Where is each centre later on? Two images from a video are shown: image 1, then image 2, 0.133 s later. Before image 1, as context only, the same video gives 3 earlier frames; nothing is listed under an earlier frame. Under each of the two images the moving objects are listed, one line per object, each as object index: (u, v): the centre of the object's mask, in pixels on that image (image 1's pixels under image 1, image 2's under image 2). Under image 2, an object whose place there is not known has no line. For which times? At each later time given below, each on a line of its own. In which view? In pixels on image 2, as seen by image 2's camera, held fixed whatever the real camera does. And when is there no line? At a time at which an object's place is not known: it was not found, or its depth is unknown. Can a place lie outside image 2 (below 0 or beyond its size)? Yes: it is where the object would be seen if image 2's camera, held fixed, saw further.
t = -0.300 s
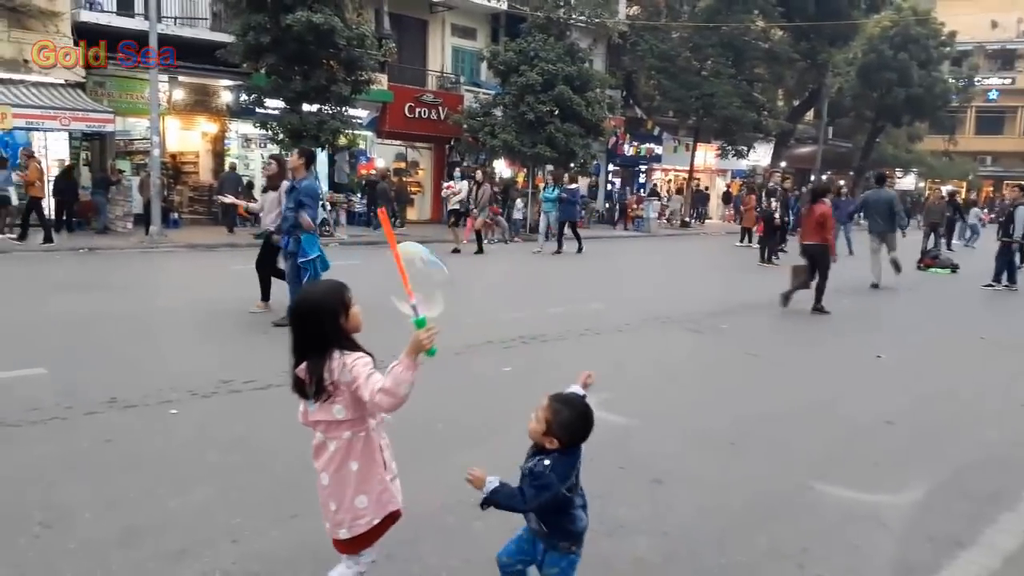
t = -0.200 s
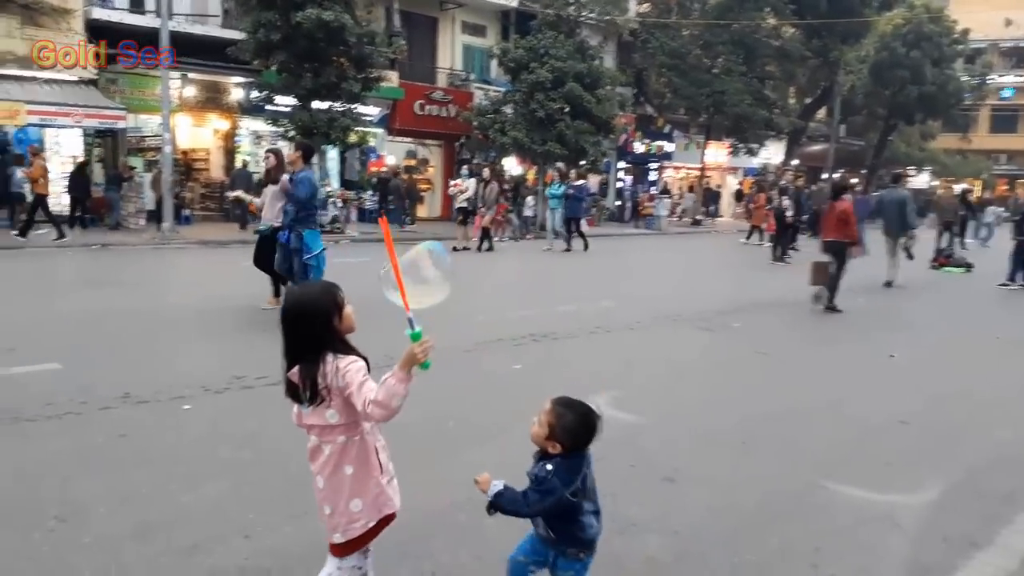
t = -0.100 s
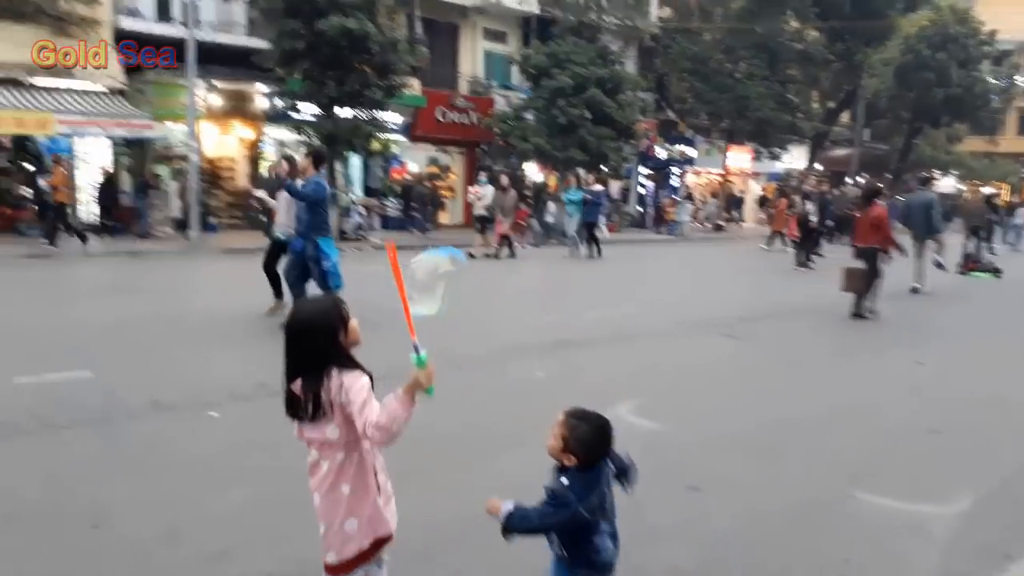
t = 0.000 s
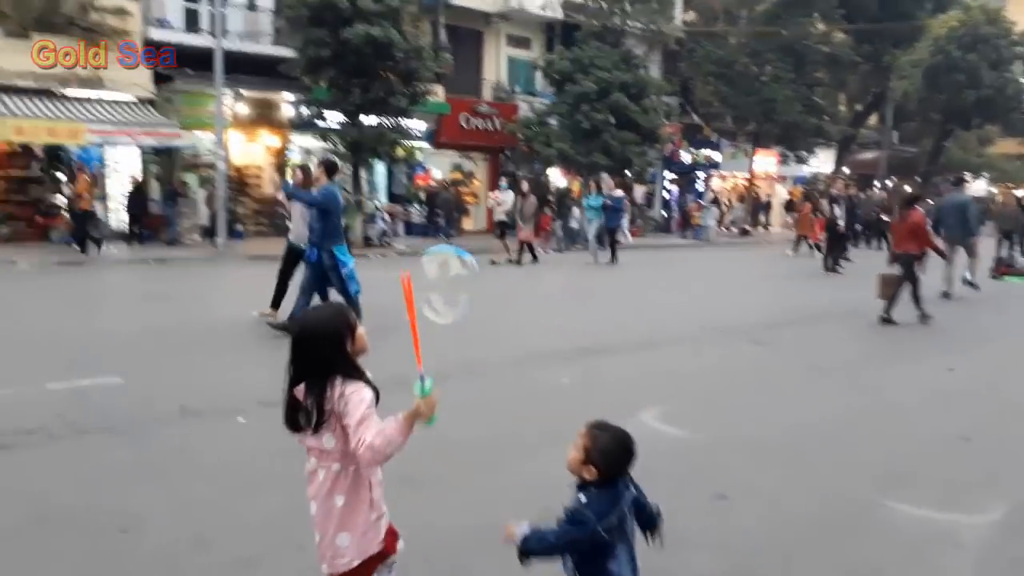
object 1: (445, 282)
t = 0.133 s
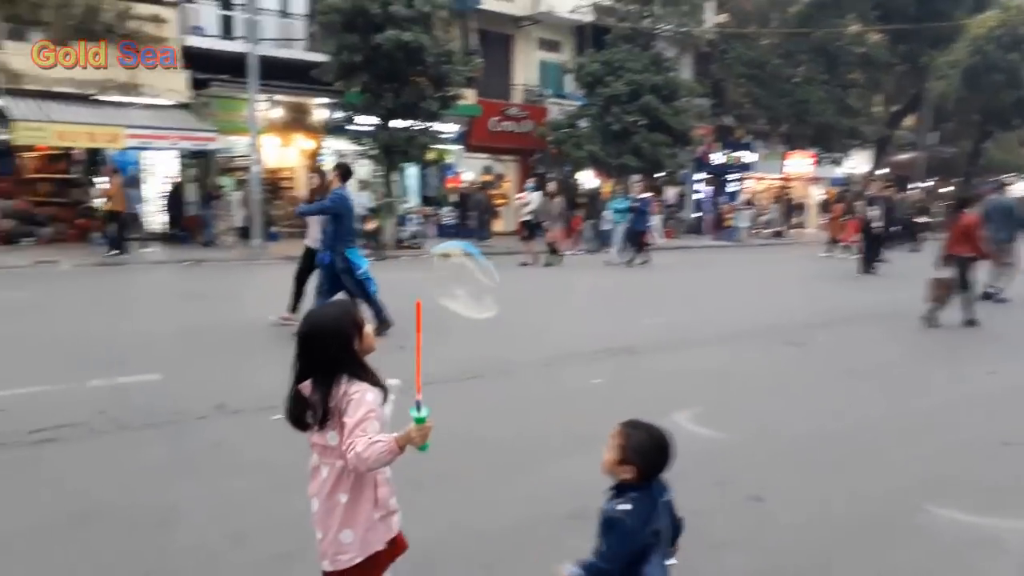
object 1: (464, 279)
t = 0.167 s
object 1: (461, 279)
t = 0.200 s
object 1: (459, 277)
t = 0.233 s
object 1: (456, 276)
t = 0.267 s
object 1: (453, 276)
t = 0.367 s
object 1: (438, 273)
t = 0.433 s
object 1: (428, 271)
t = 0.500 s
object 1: (417, 269)
